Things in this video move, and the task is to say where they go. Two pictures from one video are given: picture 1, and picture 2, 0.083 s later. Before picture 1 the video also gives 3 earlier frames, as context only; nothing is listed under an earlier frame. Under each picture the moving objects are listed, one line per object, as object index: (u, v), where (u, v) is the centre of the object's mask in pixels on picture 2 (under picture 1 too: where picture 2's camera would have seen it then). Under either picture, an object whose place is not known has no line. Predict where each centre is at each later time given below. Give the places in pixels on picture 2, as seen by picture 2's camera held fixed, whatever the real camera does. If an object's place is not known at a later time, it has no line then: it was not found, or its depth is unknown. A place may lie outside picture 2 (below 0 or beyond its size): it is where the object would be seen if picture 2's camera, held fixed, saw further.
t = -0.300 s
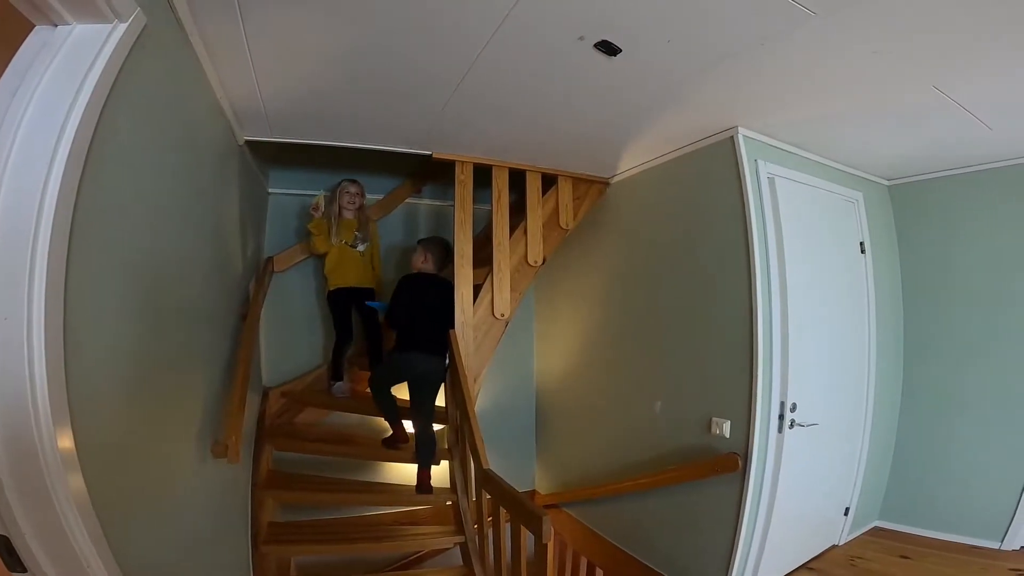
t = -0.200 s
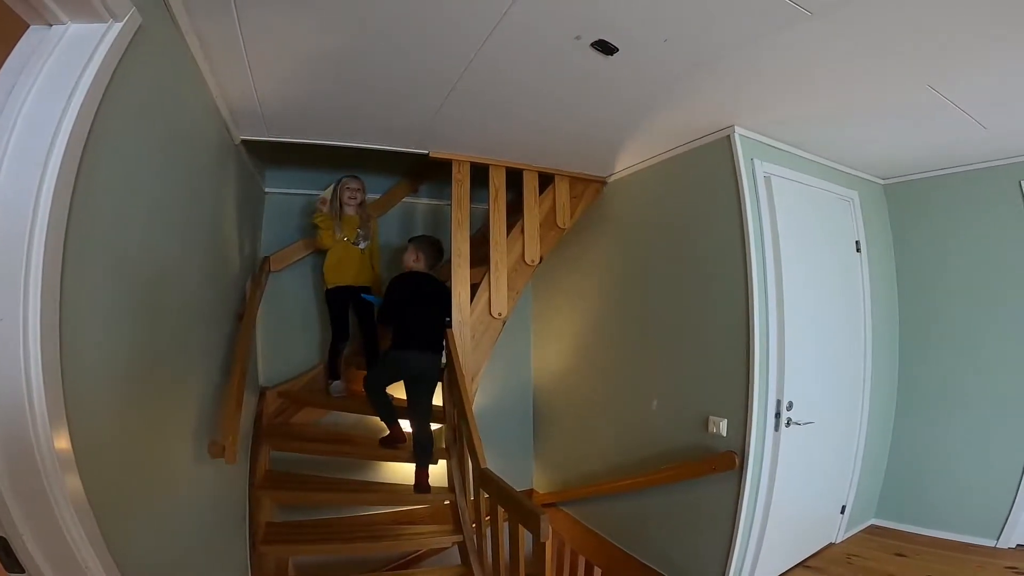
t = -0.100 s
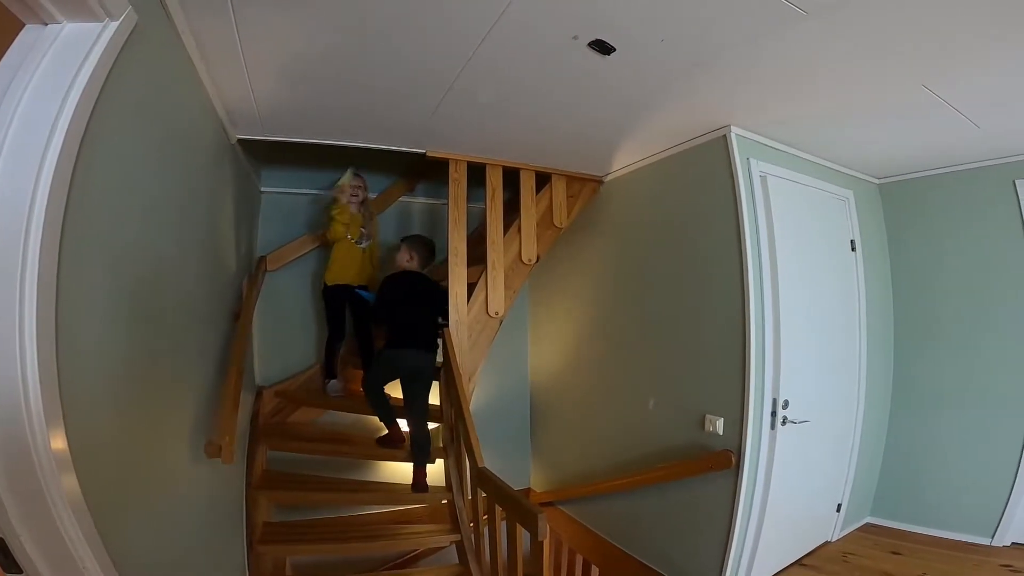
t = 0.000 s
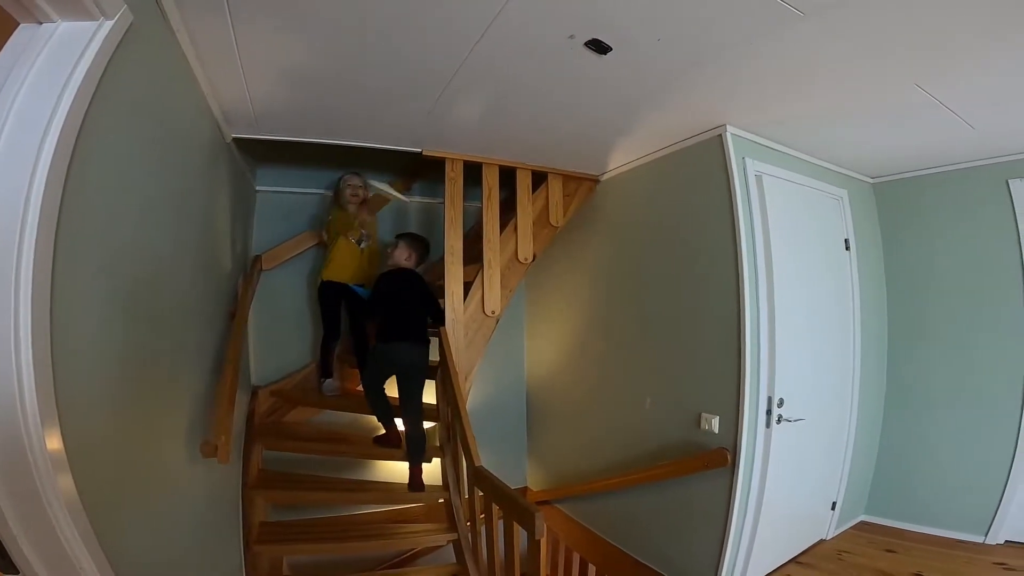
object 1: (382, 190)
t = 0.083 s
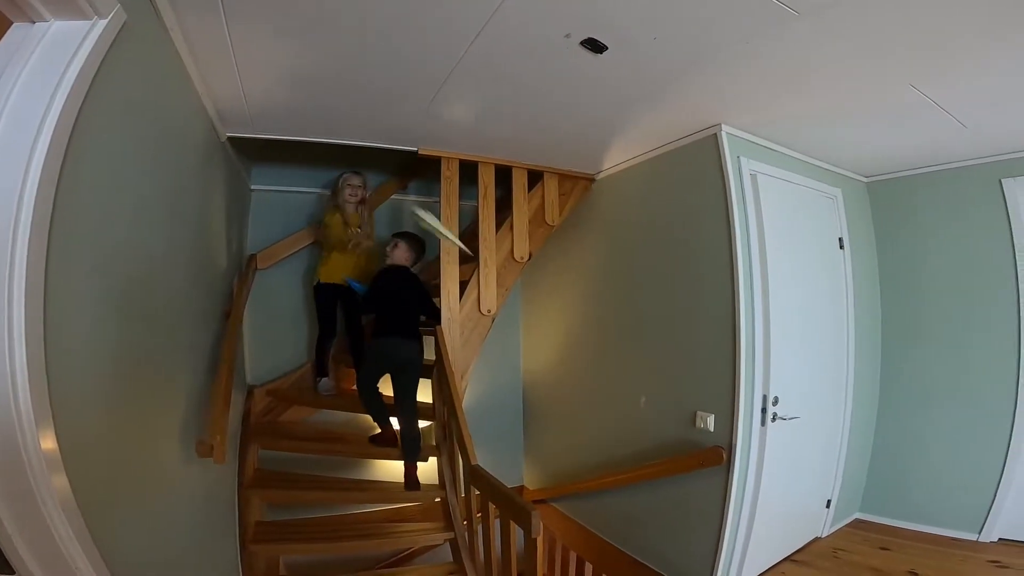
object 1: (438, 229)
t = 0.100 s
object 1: (451, 240)
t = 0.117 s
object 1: (468, 256)
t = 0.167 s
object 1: (518, 310)
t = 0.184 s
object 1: (537, 332)
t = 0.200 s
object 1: (559, 354)
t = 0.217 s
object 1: (579, 377)
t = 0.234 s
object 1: (609, 407)
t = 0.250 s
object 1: (636, 432)
